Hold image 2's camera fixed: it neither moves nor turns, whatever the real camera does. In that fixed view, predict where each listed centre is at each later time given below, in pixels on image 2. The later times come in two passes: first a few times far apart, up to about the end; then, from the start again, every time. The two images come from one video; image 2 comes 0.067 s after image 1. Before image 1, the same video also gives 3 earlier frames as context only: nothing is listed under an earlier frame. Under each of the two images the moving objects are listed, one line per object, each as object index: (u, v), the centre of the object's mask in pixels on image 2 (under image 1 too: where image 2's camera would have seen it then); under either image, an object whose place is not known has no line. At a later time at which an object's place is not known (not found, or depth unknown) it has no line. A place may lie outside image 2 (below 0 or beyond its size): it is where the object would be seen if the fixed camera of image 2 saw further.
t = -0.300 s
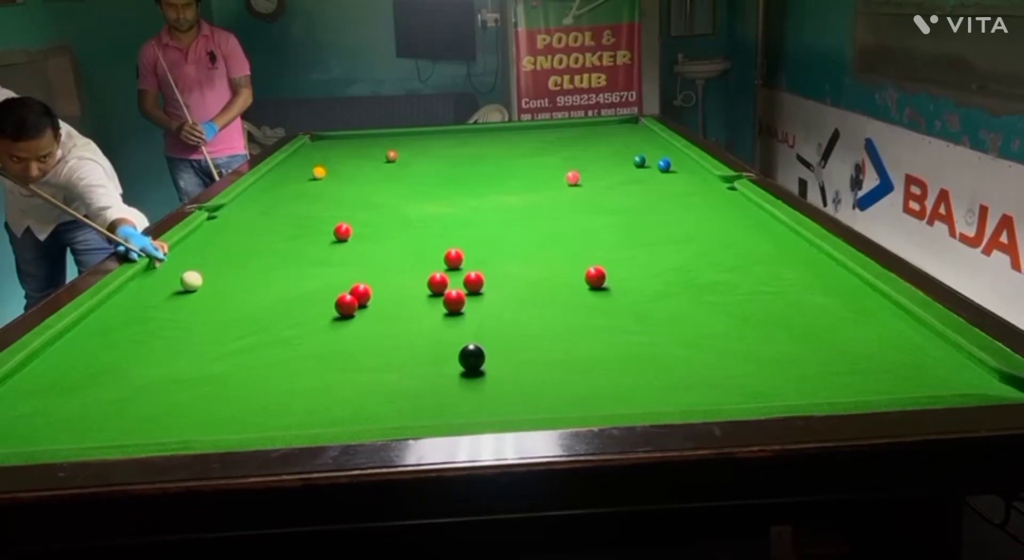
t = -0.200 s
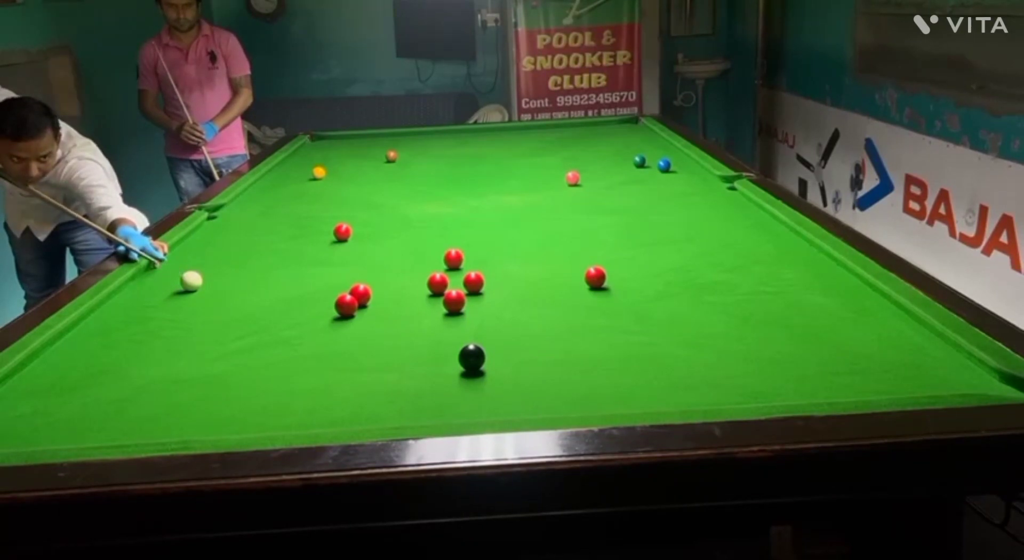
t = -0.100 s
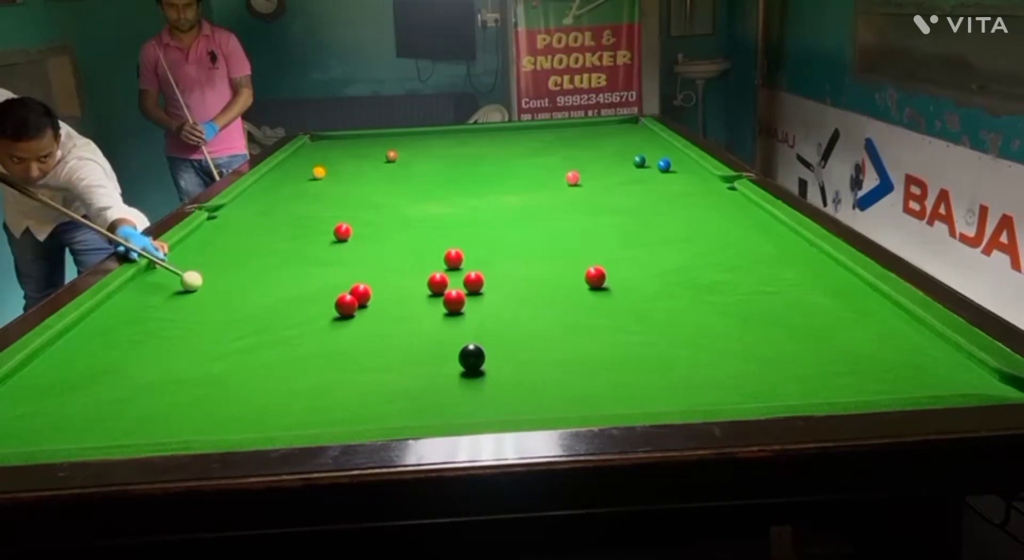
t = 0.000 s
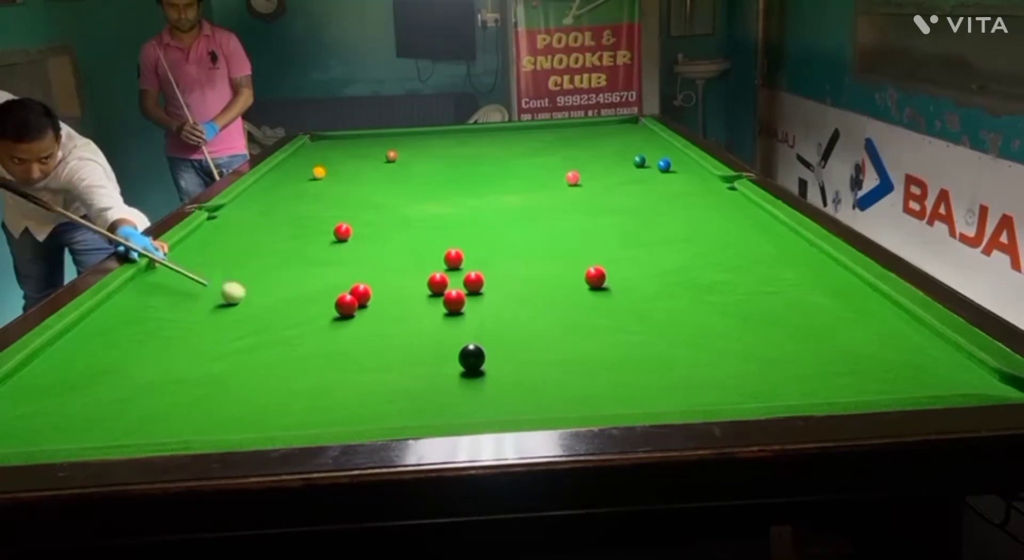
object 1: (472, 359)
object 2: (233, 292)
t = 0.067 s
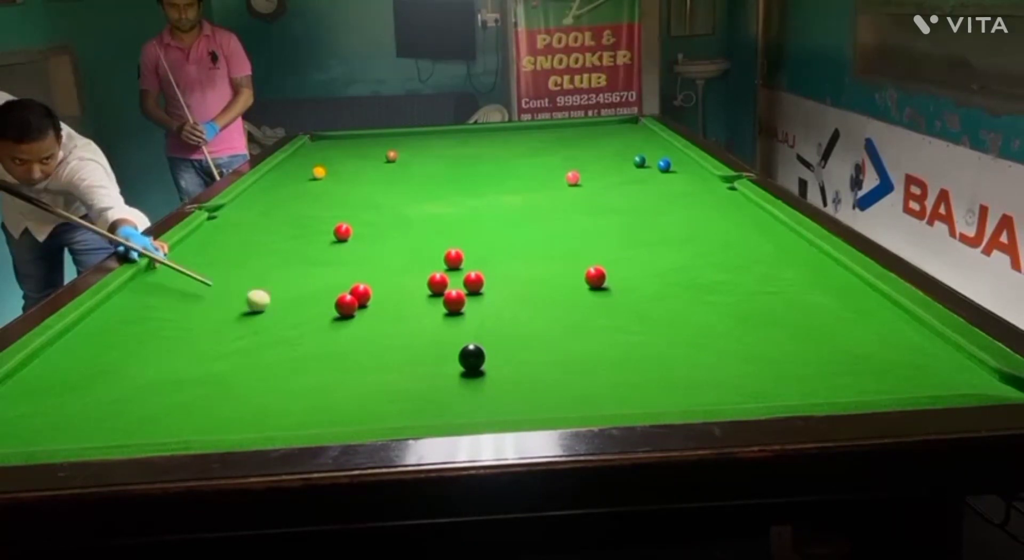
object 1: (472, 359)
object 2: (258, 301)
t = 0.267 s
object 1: (472, 361)
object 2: (341, 326)
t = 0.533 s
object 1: (503, 362)
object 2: (440, 366)
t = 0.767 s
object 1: (597, 364)
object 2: (451, 406)
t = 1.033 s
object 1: (703, 365)
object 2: (464, 396)
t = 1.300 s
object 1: (809, 370)
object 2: (474, 366)
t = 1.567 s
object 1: (912, 373)
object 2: (482, 341)
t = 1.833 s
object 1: (981, 378)
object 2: (488, 322)
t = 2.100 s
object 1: (952, 387)
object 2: (493, 307)
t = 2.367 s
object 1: (922, 383)
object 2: (497, 294)
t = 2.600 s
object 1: (901, 380)
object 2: (499, 285)
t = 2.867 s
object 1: (883, 377)
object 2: (501, 277)
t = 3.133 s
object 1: (870, 374)
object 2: (503, 270)
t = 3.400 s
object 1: (863, 372)
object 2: (504, 265)
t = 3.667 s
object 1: (862, 372)
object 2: (505, 261)
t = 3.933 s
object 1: (862, 373)
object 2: (506, 258)
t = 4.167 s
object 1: (862, 373)
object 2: (507, 257)
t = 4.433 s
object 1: (862, 373)
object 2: (508, 256)
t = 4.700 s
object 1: (862, 373)
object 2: (508, 256)
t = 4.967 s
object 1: (861, 373)
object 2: (508, 256)
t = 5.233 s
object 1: (862, 373)
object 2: (508, 256)
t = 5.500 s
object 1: (862, 373)
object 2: (508, 256)
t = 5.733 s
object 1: (861, 373)
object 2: (508, 256)
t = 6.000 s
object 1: (862, 373)
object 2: (508, 256)
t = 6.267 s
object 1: (862, 373)
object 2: (508, 256)
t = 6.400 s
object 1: (862, 373)
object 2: (508, 256)
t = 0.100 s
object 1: (472, 361)
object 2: (271, 304)
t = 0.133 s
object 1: (472, 361)
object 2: (284, 308)
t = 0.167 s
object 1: (472, 361)
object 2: (298, 313)
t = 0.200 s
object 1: (472, 361)
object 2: (312, 317)
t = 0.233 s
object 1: (472, 361)
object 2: (327, 321)
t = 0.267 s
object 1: (472, 361)
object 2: (341, 326)
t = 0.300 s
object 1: (472, 361)
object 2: (357, 331)
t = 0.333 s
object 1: (472, 361)
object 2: (373, 335)
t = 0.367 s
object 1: (472, 361)
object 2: (390, 340)
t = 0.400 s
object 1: (472, 361)
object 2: (406, 345)
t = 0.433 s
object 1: (472, 361)
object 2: (423, 350)
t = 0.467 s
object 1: (472, 360)
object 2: (441, 355)
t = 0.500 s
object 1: (486, 361)
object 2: (442, 361)
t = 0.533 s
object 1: (503, 362)
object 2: (440, 366)
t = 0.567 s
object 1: (518, 362)
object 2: (440, 371)
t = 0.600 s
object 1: (531, 362)
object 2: (442, 377)
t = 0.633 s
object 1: (544, 362)
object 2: (444, 382)
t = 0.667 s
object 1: (558, 362)
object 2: (445, 388)
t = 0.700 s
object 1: (571, 363)
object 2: (447, 394)
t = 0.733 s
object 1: (584, 363)
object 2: (449, 400)
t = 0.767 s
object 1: (597, 364)
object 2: (451, 406)
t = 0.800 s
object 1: (611, 365)
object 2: (453, 410)
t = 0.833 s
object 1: (624, 365)
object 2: (454, 413)
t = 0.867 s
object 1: (637, 365)
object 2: (456, 414)
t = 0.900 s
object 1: (650, 366)
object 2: (458, 411)
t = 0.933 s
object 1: (663, 366)
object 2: (460, 408)
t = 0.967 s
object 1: (676, 365)
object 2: (461, 406)
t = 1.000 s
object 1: (690, 365)
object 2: (463, 401)
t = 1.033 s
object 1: (703, 365)
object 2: (464, 396)
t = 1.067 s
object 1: (716, 367)
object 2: (466, 392)
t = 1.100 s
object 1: (730, 367)
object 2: (467, 388)
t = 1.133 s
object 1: (743, 368)
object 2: (468, 384)
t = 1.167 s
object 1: (756, 368)
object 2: (469, 380)
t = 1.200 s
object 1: (769, 368)
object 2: (471, 376)
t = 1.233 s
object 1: (782, 369)
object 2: (472, 372)
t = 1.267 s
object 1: (795, 369)
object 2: (473, 369)
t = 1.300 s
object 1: (809, 370)
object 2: (474, 366)
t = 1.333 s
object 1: (821, 370)
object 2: (475, 362)
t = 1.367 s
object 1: (835, 370)
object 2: (476, 359)
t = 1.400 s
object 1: (848, 371)
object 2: (477, 356)
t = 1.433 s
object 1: (860, 371)
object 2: (478, 353)
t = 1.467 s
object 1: (873, 372)
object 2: (479, 350)
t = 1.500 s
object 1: (886, 372)
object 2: (480, 347)
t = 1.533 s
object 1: (899, 372)
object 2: (481, 344)
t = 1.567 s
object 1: (912, 373)
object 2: (482, 341)
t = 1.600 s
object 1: (925, 374)
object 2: (483, 339)
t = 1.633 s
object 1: (938, 374)
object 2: (483, 336)
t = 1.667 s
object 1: (950, 375)
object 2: (484, 334)
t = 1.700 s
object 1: (963, 375)
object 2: (485, 331)
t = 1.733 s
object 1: (975, 375)
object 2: (486, 329)
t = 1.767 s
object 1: (987, 376)
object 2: (486, 327)
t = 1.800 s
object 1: (984, 377)
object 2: (487, 324)
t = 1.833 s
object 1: (981, 378)
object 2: (488, 322)
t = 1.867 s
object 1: (977, 380)
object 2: (489, 320)
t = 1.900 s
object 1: (973, 381)
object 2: (489, 318)
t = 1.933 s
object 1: (970, 382)
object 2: (490, 316)
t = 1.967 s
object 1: (967, 383)
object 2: (491, 314)
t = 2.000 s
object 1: (963, 384)
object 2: (491, 312)
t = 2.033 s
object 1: (959, 385)
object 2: (492, 310)
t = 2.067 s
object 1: (956, 386)
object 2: (493, 309)
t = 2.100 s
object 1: (952, 387)
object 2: (493, 307)
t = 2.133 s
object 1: (948, 386)
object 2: (494, 305)
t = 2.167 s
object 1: (943, 386)
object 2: (494, 304)
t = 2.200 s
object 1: (940, 385)
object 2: (495, 302)
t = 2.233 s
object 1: (936, 385)
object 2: (496, 300)
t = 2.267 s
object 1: (932, 384)
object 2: (496, 299)
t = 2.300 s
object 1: (929, 384)
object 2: (497, 297)
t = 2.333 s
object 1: (925, 384)
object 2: (497, 296)
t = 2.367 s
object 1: (922, 383)
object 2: (497, 294)
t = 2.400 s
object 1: (918, 383)
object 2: (498, 293)
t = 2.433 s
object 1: (916, 382)
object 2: (498, 292)
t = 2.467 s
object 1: (913, 382)
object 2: (498, 290)
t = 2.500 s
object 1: (909, 382)
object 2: (499, 289)
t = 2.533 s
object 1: (907, 381)
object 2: (499, 288)
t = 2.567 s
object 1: (904, 381)
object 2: (499, 286)
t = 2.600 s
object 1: (901, 380)
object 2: (499, 285)
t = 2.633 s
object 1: (899, 380)
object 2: (499, 284)
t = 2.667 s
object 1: (896, 380)
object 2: (500, 283)
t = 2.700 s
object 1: (893, 379)
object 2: (500, 282)
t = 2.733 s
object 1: (891, 379)
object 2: (500, 281)
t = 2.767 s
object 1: (889, 379)
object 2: (500, 280)
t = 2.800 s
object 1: (887, 378)
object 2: (501, 279)
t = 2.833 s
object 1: (885, 378)
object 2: (501, 278)
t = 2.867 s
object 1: (883, 377)
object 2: (501, 277)
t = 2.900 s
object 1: (881, 377)
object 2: (501, 276)
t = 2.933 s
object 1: (880, 376)
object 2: (501, 275)
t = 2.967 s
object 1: (878, 376)
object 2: (502, 274)
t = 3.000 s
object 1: (876, 375)
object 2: (502, 273)
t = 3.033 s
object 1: (874, 375)
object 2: (502, 272)
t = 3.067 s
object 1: (873, 374)
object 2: (502, 271)
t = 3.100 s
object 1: (872, 374)
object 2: (503, 271)
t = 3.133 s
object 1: (870, 374)
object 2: (503, 270)
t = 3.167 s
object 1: (869, 373)
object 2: (503, 269)
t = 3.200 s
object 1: (868, 373)
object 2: (503, 269)
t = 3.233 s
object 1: (867, 373)
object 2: (503, 268)
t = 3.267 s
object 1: (866, 373)
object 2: (504, 267)
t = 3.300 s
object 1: (865, 373)
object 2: (504, 267)
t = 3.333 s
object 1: (864, 373)
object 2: (504, 266)
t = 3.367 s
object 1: (864, 372)
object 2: (504, 265)
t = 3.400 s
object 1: (863, 372)
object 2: (504, 265)
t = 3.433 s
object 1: (862, 372)
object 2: (504, 264)
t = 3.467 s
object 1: (862, 372)
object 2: (504, 263)
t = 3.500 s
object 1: (862, 372)
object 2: (504, 263)
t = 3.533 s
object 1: (862, 372)
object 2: (505, 262)
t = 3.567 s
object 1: (862, 372)
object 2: (505, 262)
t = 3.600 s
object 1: (862, 372)
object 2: (505, 261)
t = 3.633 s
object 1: (862, 372)
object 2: (505, 261)
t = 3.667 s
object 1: (862, 372)
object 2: (505, 261)
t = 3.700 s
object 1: (862, 372)
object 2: (505, 260)
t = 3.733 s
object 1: (862, 373)
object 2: (505, 260)
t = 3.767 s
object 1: (862, 372)
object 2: (505, 259)
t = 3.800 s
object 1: (862, 373)
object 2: (505, 259)
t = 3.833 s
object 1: (862, 373)
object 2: (506, 259)
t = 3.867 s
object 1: (862, 373)
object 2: (506, 259)
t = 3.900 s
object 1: (862, 373)
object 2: (506, 259)
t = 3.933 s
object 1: (862, 373)
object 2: (506, 258)
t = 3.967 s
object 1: (862, 373)
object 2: (506, 258)
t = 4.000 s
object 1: (862, 373)
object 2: (506, 258)
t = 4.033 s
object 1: (862, 373)
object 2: (506, 258)
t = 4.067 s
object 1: (862, 373)
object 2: (507, 257)
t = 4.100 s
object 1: (862, 373)
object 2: (507, 257)
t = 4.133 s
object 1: (862, 373)
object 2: (507, 257)
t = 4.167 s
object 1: (862, 373)
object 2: (507, 257)
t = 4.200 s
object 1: (862, 373)
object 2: (508, 257)
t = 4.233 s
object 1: (862, 373)
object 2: (508, 257)
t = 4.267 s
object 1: (862, 373)
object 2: (508, 257)
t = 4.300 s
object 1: (862, 373)
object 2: (508, 257)
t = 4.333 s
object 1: (862, 373)
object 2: (508, 257)
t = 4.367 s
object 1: (862, 373)
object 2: (508, 256)
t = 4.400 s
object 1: (862, 373)
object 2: (508, 256)
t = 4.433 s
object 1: (862, 373)
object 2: (508, 256)
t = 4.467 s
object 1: (862, 373)
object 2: (508, 256)
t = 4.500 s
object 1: (862, 373)
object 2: (508, 256)
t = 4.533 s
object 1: (862, 373)
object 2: (508, 256)
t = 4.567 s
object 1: (862, 373)
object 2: (508, 256)
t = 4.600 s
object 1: (862, 373)
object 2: (508, 256)
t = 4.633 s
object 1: (862, 373)
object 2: (508, 256)
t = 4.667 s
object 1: (862, 373)
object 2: (508, 256)
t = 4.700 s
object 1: (862, 373)
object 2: (508, 256)
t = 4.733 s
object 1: (862, 373)
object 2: (508, 256)
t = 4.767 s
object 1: (862, 373)
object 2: (508, 256)
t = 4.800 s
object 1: (862, 373)
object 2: (508, 256)
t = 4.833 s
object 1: (862, 373)
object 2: (508, 256)
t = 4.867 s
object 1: (861, 373)
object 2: (508, 256)
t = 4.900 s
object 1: (861, 373)
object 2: (508, 256)
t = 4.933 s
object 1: (861, 373)
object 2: (508, 256)
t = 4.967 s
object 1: (861, 373)
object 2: (508, 256)
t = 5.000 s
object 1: (861, 373)
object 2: (508, 256)
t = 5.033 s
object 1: (861, 373)
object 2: (508, 256)
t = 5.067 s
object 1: (862, 373)
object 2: (508, 256)
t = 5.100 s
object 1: (862, 373)
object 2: (508, 256)
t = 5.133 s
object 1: (862, 373)
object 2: (508, 256)
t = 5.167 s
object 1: (862, 373)
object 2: (508, 256)
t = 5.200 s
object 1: (862, 373)
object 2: (508, 256)
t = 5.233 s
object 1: (862, 373)
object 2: (508, 256)
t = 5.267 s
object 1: (861, 373)
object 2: (508, 256)
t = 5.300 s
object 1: (861, 373)
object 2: (508, 256)
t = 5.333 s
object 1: (861, 373)
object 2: (508, 256)
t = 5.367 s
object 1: (861, 373)
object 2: (508, 256)
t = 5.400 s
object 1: (861, 373)
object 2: (508, 256)
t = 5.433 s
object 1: (862, 373)
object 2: (508, 256)
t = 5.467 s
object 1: (862, 373)
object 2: (508, 256)
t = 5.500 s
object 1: (862, 373)
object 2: (508, 256)
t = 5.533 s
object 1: (862, 373)
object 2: (508, 256)
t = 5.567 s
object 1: (862, 373)
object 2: (508, 256)
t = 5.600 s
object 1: (862, 373)
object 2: (508, 256)
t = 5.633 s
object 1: (862, 373)
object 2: (508, 256)
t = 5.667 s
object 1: (861, 373)
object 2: (508, 256)
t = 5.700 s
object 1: (862, 373)
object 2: (508, 256)
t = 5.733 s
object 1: (861, 373)
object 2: (508, 256)
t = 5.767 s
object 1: (861, 373)
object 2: (508, 256)
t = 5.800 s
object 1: (862, 373)
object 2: (508, 256)
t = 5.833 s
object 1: (861, 373)
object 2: (508, 256)
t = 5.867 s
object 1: (862, 373)
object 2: (508, 256)
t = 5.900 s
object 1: (862, 373)
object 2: (508, 256)
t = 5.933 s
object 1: (862, 373)
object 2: (508, 256)
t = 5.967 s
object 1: (862, 373)
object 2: (508, 256)
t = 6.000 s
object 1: (862, 373)
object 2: (508, 256)
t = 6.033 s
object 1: (862, 373)
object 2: (508, 256)
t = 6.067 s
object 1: (862, 373)
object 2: (508, 256)
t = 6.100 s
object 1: (862, 373)
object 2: (508, 256)
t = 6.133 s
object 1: (862, 373)
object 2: (508, 256)
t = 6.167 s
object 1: (862, 373)
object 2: (508, 256)
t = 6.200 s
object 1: (862, 373)
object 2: (508, 256)
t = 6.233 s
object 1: (861, 373)
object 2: (508, 256)
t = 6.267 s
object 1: (862, 373)
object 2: (508, 256)
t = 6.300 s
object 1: (862, 373)
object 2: (508, 256)
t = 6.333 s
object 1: (862, 373)
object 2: (508, 256)
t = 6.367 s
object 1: (862, 373)
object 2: (508, 256)
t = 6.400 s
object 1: (862, 373)
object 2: (508, 256)
